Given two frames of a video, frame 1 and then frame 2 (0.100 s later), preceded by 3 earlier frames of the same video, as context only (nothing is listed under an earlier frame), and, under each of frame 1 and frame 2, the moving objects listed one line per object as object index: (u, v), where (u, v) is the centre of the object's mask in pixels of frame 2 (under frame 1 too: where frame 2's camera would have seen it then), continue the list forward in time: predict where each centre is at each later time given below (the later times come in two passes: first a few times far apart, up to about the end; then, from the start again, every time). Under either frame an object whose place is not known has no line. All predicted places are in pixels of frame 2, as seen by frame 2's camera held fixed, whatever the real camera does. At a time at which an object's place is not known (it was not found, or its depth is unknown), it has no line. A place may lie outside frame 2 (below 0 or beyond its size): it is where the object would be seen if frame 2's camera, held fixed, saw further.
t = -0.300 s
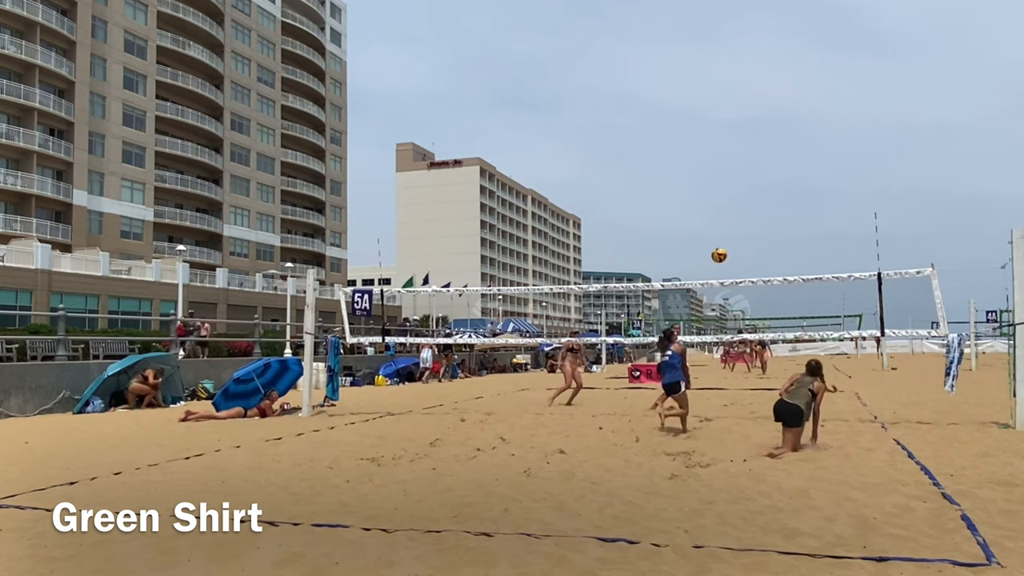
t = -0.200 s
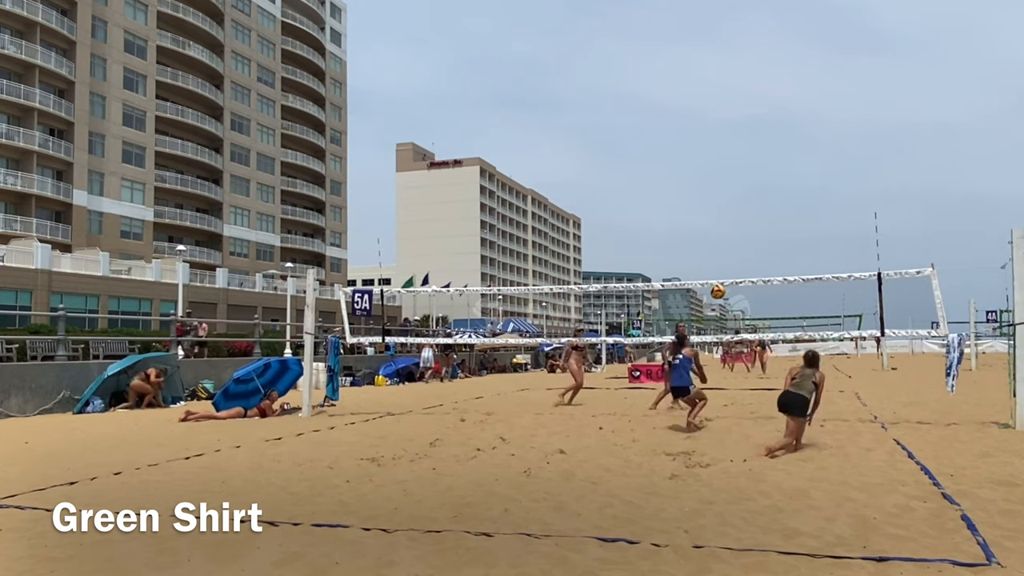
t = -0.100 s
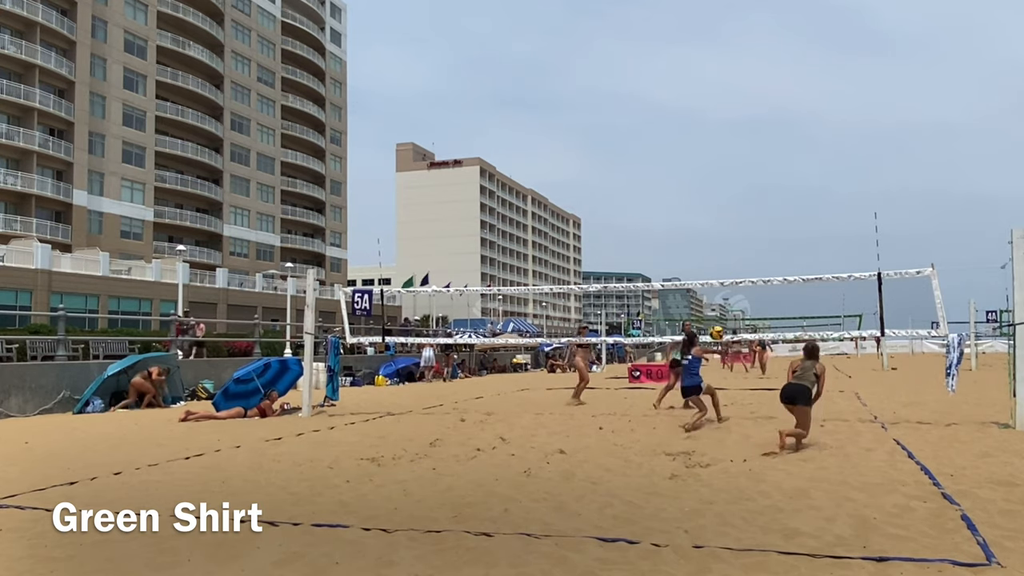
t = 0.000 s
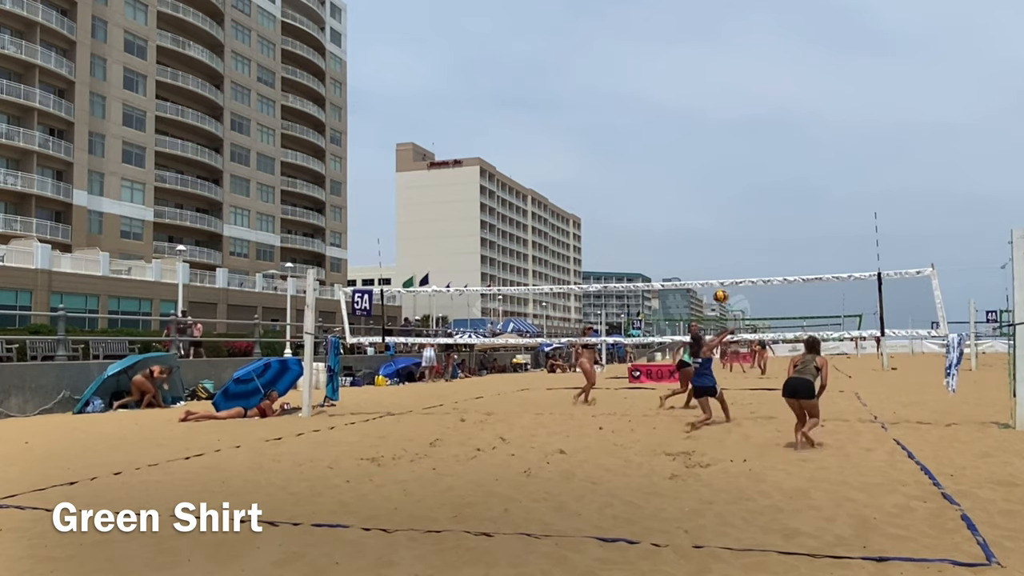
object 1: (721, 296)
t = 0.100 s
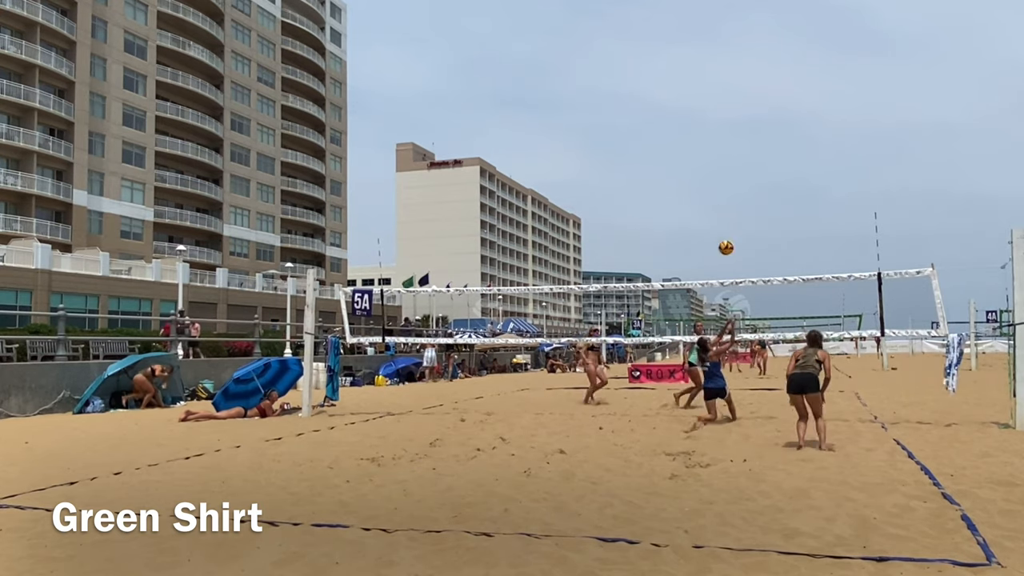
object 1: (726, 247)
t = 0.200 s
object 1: (731, 206)
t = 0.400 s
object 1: (743, 144)
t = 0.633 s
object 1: (756, 106)
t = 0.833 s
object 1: (767, 102)
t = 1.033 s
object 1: (779, 125)
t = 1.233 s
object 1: (791, 176)
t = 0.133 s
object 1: (728, 233)
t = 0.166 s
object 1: (729, 219)
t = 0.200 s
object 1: (731, 206)
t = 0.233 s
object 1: (733, 194)
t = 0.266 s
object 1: (735, 182)
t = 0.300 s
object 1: (737, 172)
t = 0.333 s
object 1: (739, 162)
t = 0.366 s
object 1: (741, 152)
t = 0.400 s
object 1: (743, 144)
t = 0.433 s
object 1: (744, 136)
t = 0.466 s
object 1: (746, 129)
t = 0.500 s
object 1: (748, 123)
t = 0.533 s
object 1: (750, 117)
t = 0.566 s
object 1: (752, 113)
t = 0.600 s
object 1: (754, 109)
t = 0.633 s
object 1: (756, 106)
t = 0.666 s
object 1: (758, 103)
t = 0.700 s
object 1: (759, 102)
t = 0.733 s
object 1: (761, 101)
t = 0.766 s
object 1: (763, 100)
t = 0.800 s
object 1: (765, 101)
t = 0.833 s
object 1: (767, 102)
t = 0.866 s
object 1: (769, 104)
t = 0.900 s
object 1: (771, 107)
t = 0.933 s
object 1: (773, 110)
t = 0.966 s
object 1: (775, 115)
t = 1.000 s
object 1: (777, 120)
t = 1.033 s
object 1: (779, 125)
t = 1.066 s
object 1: (781, 132)
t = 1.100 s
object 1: (783, 139)
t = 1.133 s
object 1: (785, 148)
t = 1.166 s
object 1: (787, 156)
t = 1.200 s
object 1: (789, 166)
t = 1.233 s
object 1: (791, 176)
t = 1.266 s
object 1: (793, 188)
